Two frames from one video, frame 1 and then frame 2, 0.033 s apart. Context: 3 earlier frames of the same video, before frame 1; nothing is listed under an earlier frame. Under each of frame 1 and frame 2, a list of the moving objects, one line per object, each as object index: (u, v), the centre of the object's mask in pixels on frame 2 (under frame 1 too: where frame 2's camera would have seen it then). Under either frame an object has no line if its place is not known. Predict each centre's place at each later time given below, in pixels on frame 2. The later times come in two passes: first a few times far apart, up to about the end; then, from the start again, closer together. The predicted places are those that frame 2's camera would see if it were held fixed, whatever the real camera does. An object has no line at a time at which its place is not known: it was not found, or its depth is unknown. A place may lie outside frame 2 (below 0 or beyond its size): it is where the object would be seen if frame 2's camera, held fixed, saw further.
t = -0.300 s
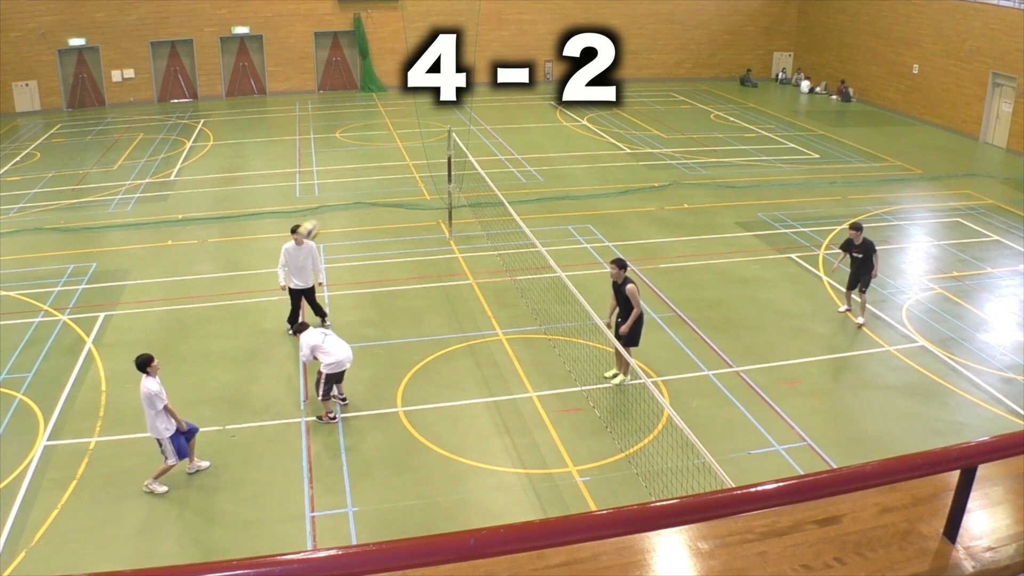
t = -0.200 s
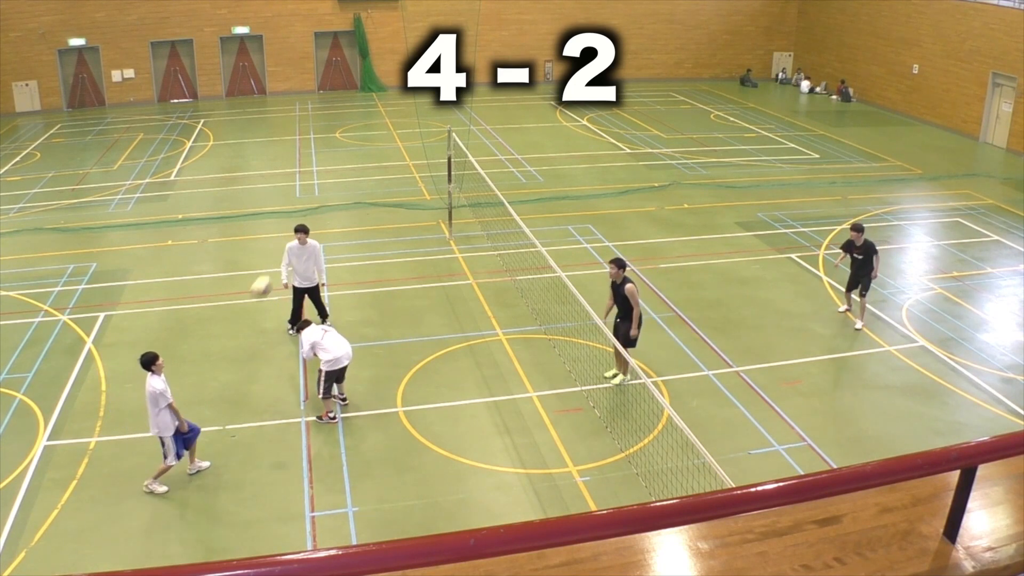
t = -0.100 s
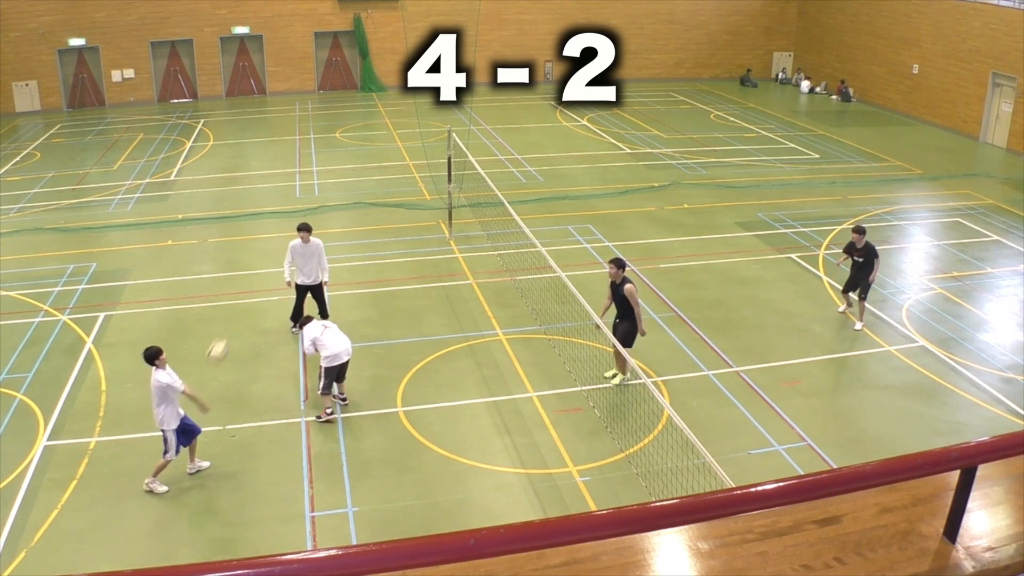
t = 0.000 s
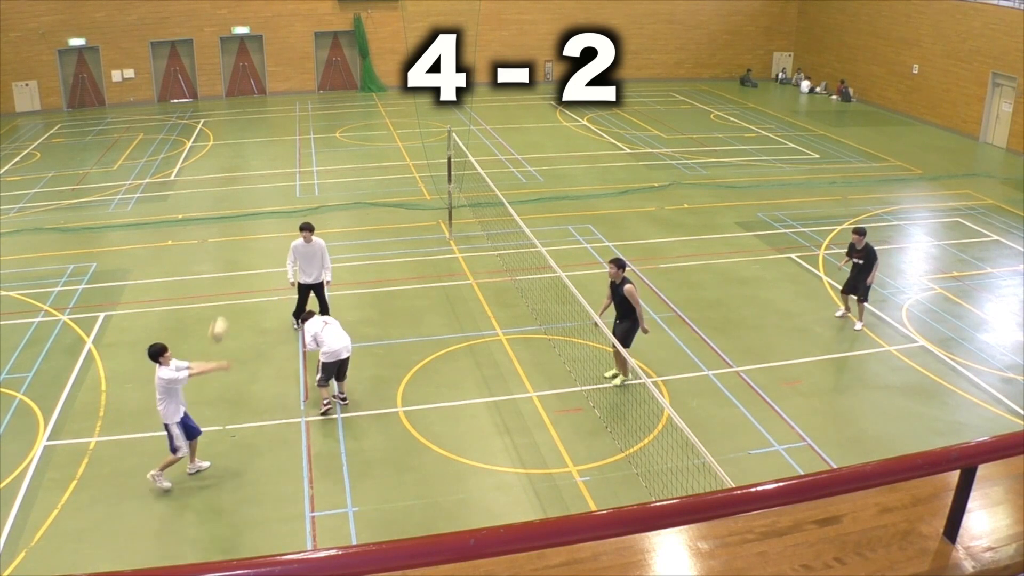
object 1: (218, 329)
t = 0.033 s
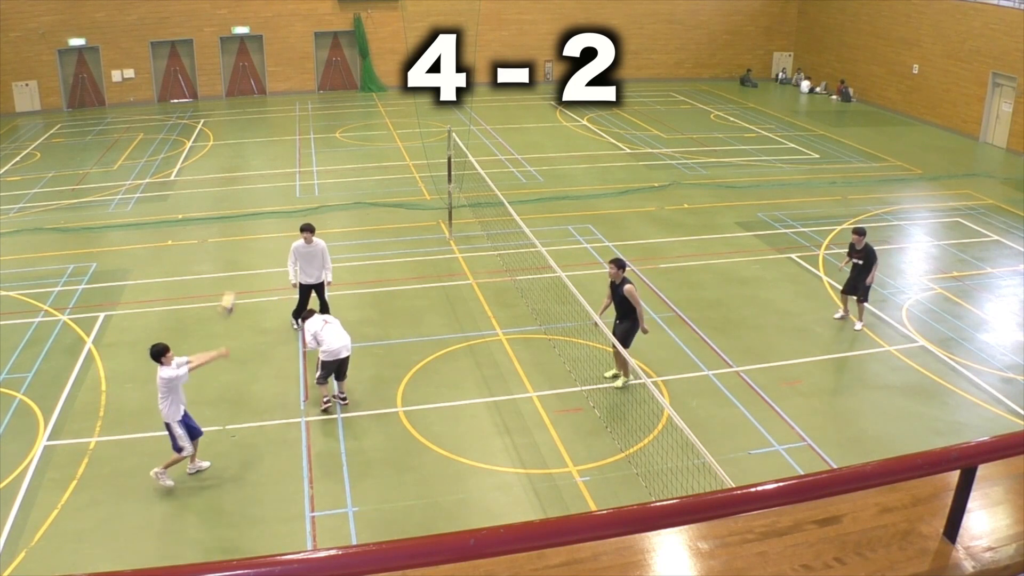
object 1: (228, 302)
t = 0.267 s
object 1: (297, 153)
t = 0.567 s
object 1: (388, 42)
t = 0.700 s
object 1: (424, 21)
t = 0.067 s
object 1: (236, 281)
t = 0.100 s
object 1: (246, 257)
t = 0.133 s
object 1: (256, 234)
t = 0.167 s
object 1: (266, 212)
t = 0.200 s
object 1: (277, 191)
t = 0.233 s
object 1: (287, 170)
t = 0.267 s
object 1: (297, 153)
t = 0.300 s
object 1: (308, 136)
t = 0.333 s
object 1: (319, 120)
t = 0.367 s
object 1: (329, 105)
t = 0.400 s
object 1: (339, 92)
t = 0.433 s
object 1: (349, 81)
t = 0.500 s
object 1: (368, 59)
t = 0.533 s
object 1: (379, 51)
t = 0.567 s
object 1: (388, 42)
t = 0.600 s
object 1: (397, 35)
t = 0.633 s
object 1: (407, 30)
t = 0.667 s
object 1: (415, 25)
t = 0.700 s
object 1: (424, 21)
